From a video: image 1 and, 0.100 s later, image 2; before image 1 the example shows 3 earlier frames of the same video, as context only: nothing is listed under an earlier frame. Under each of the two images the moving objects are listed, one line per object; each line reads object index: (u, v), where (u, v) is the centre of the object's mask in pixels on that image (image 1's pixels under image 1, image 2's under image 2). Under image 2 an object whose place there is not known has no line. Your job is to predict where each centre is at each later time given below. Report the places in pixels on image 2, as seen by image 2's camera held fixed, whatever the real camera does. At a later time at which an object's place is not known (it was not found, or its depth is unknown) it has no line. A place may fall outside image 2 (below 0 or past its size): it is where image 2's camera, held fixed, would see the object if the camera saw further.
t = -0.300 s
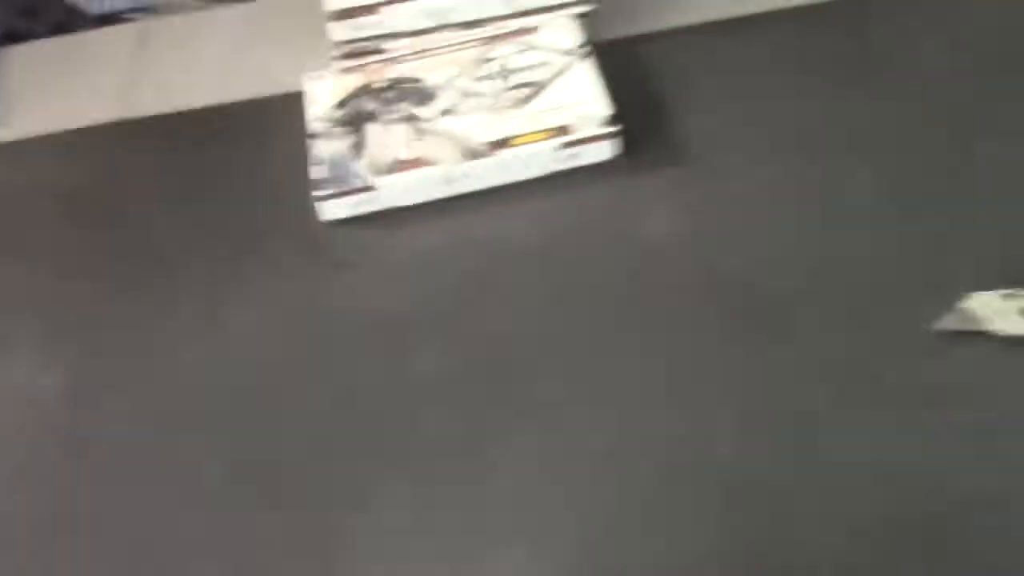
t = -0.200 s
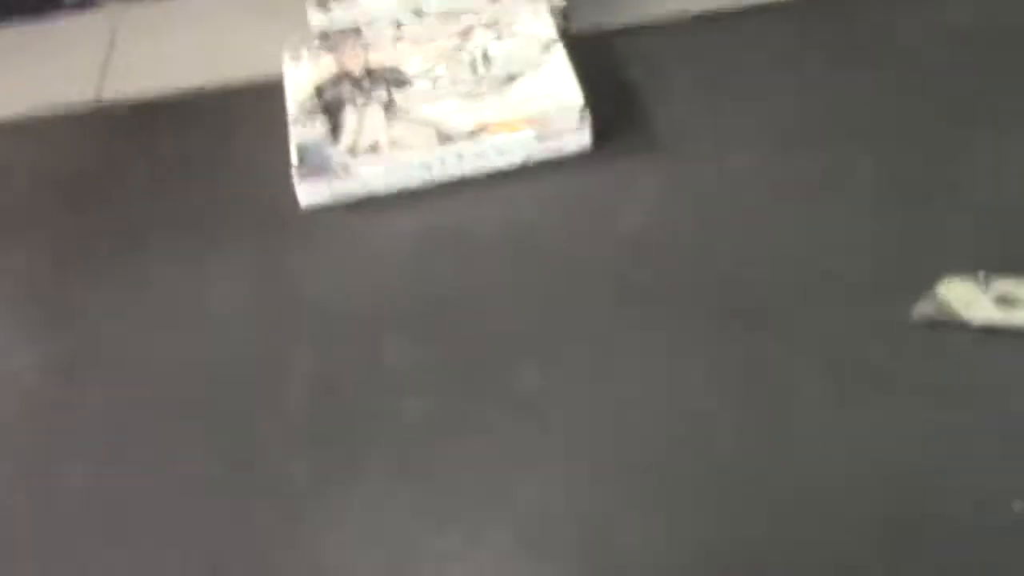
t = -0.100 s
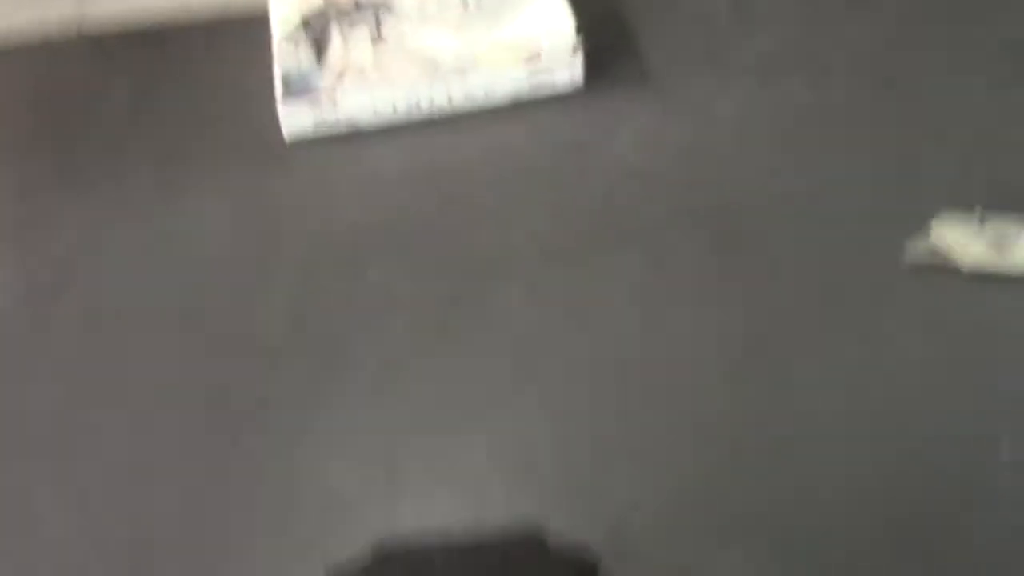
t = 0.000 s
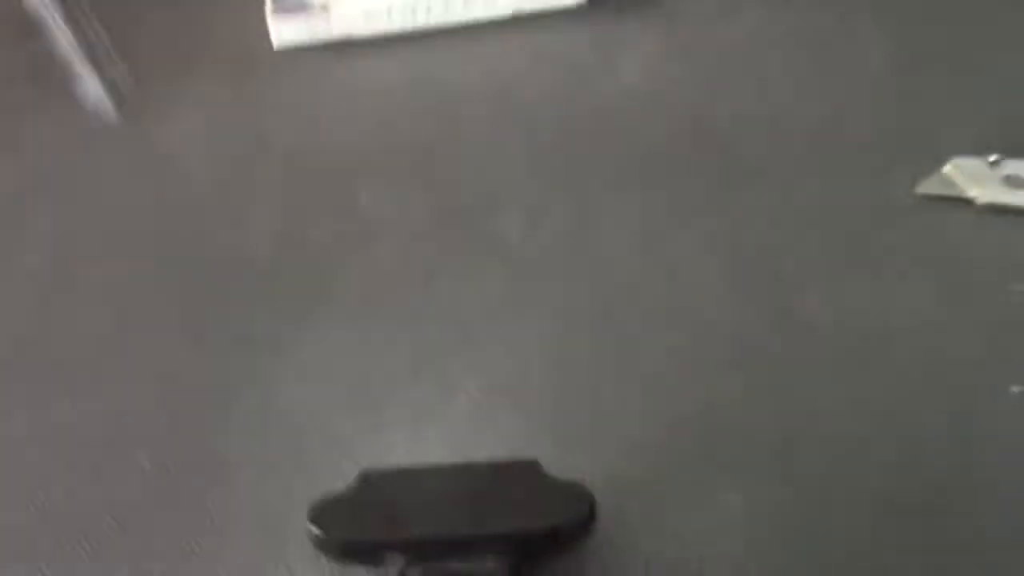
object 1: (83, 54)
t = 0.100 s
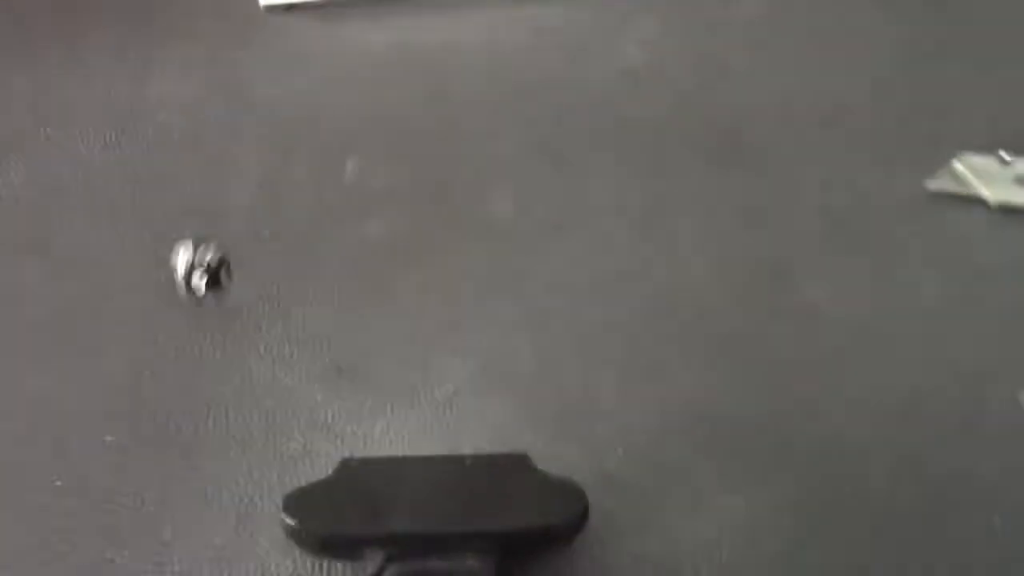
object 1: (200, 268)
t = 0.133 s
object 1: (202, 258)
